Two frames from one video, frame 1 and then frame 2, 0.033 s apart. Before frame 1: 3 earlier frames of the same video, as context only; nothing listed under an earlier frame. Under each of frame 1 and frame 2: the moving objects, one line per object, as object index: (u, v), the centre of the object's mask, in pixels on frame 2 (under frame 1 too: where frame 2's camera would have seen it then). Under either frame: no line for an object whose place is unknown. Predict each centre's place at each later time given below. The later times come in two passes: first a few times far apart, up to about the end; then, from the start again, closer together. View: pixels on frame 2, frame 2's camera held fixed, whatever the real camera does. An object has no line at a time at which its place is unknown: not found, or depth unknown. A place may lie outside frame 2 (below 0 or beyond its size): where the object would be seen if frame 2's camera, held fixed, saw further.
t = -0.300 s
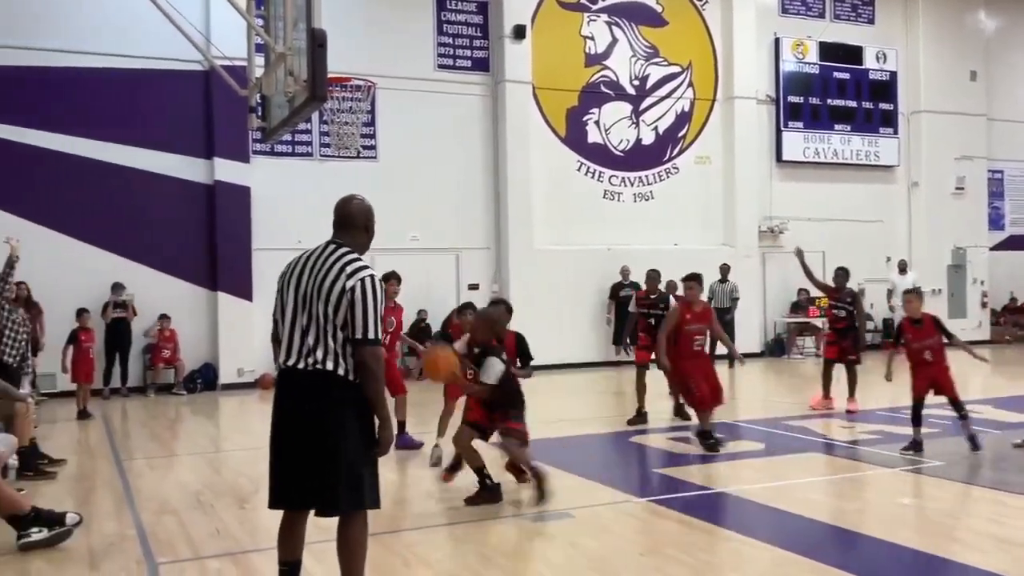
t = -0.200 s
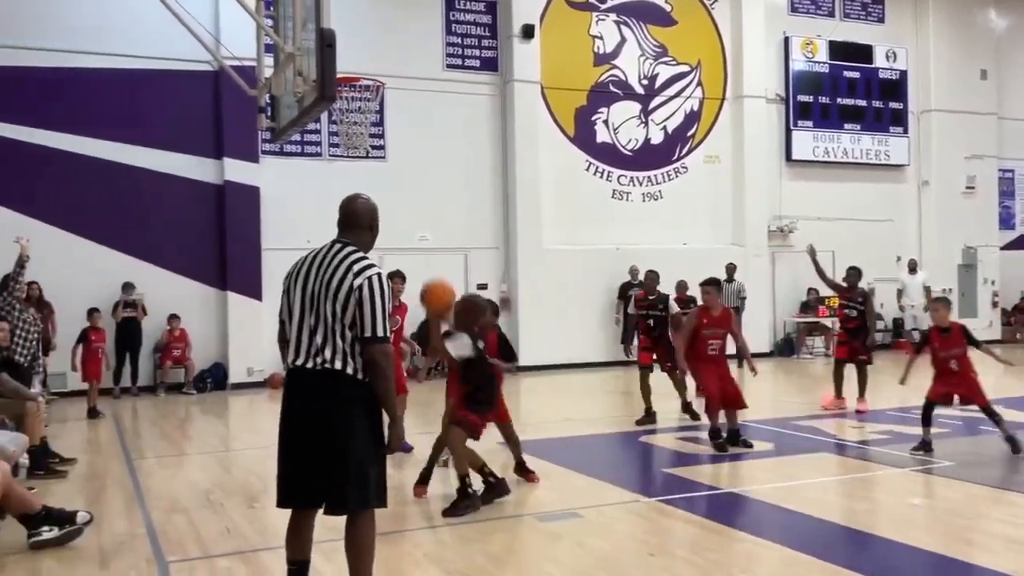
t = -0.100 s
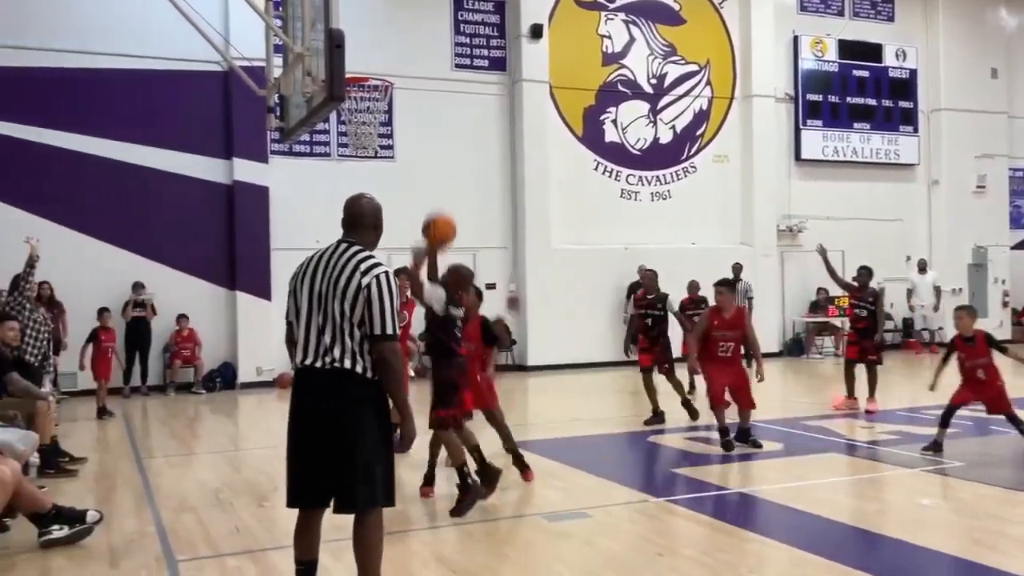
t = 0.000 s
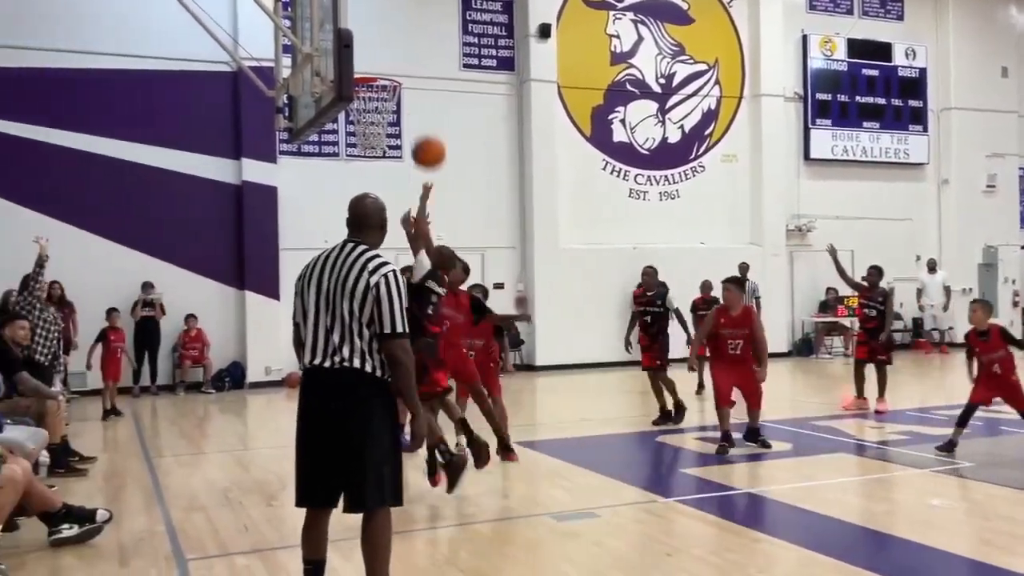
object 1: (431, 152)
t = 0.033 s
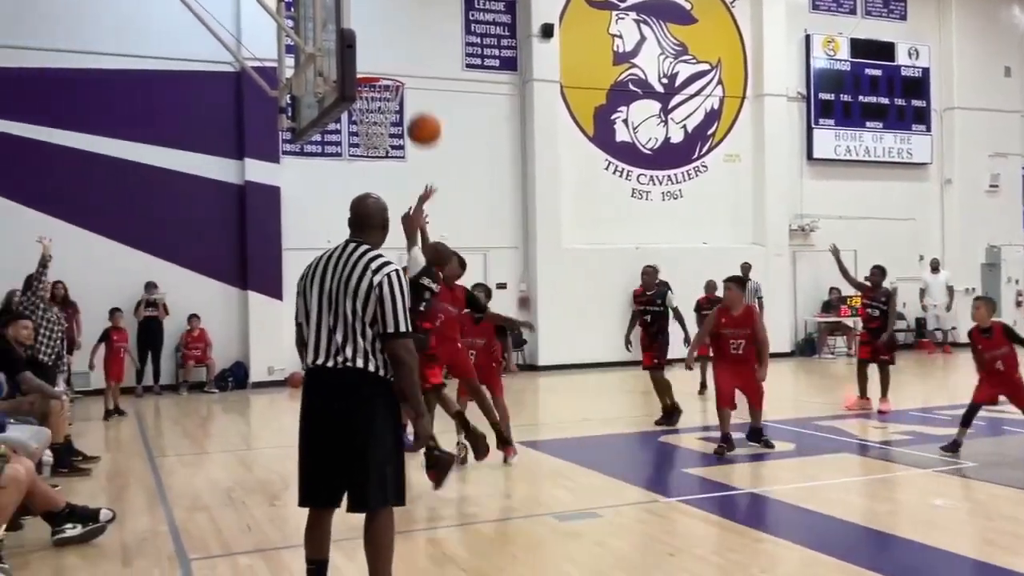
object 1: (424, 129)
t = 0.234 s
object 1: (381, 33)
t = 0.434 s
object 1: (359, 8)
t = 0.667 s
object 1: (367, 44)
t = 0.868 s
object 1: (381, 130)
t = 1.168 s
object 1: (393, 250)
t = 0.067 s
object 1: (417, 109)
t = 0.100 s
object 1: (409, 90)
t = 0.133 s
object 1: (402, 73)
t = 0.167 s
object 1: (395, 58)
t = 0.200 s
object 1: (388, 45)
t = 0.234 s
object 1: (381, 33)
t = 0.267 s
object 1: (375, 23)
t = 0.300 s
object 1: (369, 15)
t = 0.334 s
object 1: (364, 11)
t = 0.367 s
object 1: (361, 9)
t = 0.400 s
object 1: (358, 7)
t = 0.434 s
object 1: (359, 8)
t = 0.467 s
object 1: (360, 8)
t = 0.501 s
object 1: (361, 10)
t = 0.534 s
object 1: (362, 12)
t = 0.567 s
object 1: (363, 17)
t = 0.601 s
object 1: (364, 24)
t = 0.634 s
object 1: (366, 34)
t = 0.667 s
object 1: (367, 44)
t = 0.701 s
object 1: (369, 56)
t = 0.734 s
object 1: (372, 68)
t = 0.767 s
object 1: (374, 80)
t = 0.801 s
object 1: (376, 97)
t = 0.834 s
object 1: (379, 113)
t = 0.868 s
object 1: (381, 130)
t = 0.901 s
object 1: (384, 139)
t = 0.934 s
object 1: (383, 149)
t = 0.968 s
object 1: (382, 160)
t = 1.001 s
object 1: (379, 176)
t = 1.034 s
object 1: (385, 186)
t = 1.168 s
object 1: (393, 250)
